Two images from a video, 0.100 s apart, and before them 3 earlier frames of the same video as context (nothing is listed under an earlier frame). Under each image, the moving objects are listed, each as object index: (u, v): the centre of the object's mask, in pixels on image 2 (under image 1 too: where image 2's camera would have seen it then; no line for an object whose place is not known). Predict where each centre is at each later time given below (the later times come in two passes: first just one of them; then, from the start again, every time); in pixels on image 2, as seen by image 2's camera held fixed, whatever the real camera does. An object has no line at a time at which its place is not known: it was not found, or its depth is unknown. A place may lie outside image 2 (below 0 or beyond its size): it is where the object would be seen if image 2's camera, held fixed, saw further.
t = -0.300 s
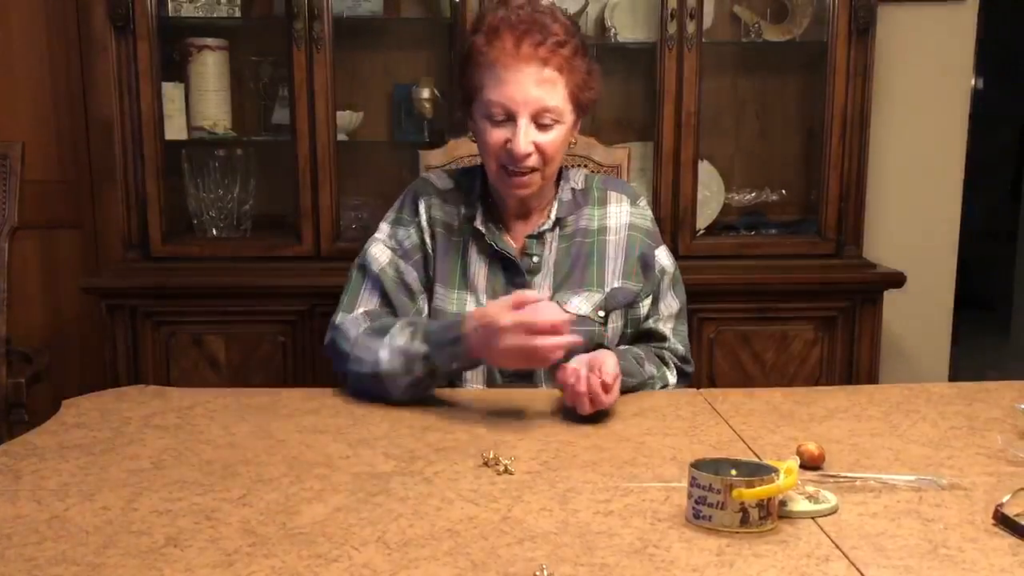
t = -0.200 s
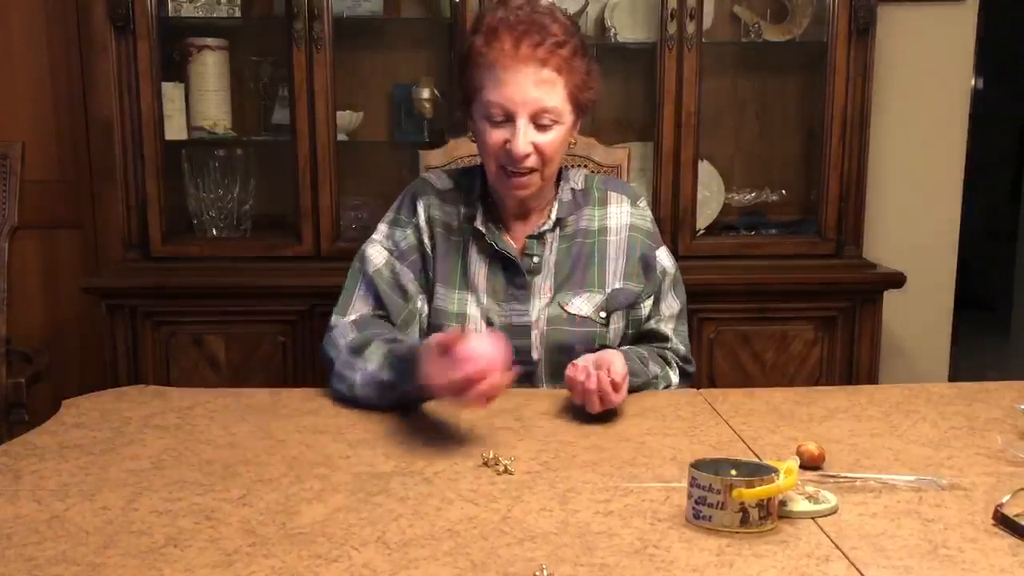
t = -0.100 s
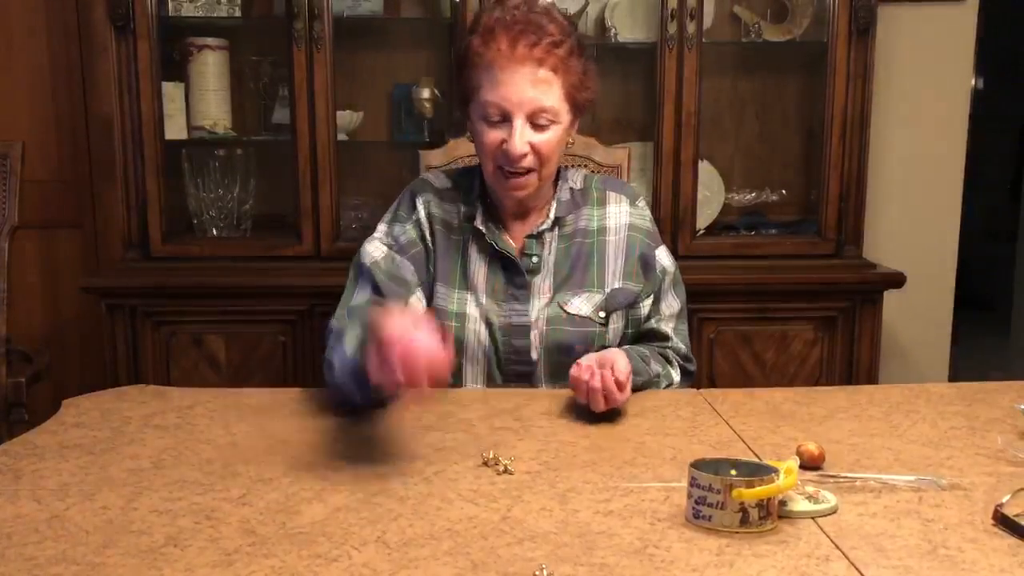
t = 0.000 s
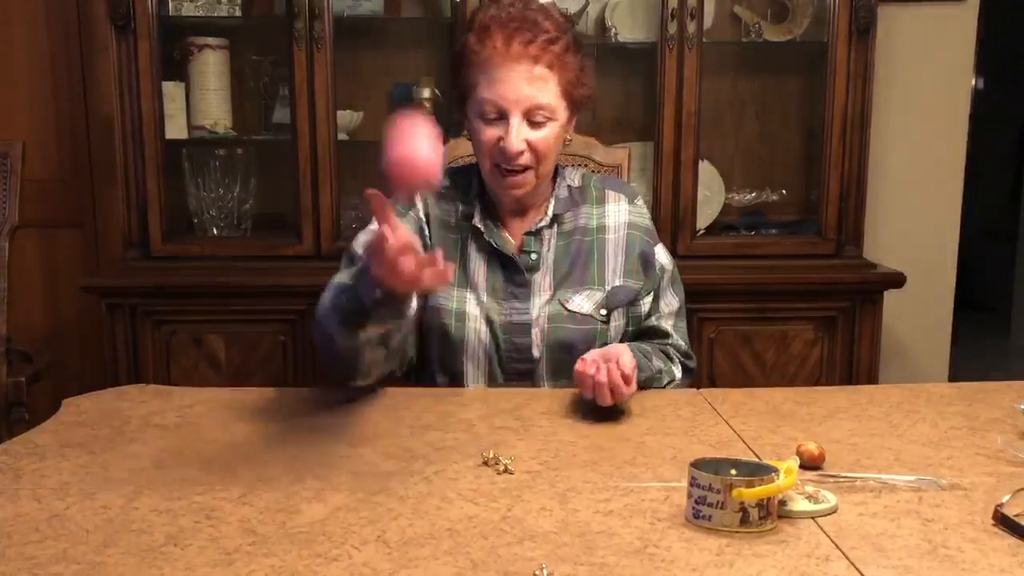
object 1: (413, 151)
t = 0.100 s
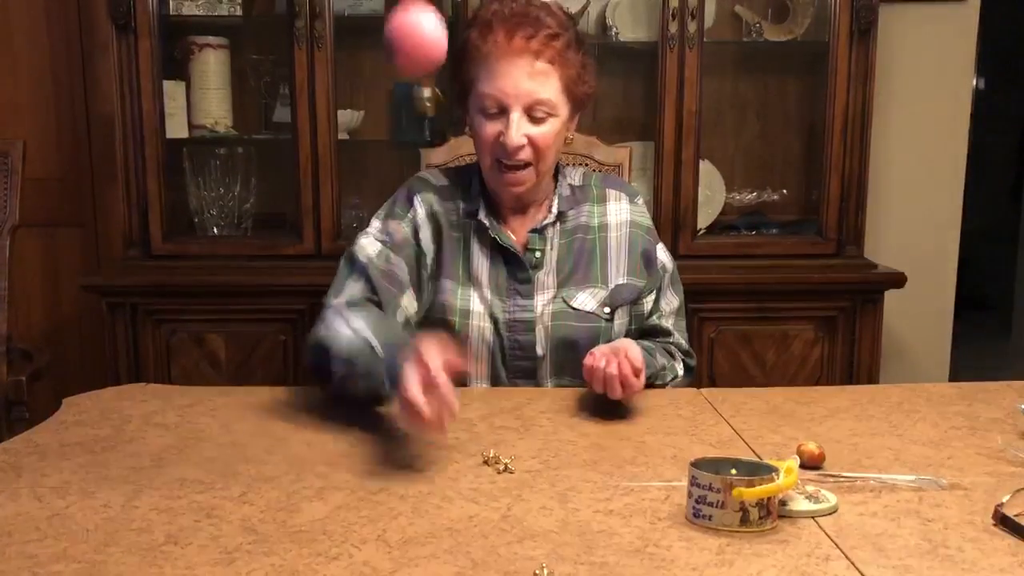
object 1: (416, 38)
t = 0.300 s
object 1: (430, 101)
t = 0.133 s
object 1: (418, 26)
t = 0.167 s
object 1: (421, 23)
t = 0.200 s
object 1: (423, 26)
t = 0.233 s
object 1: (425, 37)
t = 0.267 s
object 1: (427, 63)
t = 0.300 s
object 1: (430, 101)
